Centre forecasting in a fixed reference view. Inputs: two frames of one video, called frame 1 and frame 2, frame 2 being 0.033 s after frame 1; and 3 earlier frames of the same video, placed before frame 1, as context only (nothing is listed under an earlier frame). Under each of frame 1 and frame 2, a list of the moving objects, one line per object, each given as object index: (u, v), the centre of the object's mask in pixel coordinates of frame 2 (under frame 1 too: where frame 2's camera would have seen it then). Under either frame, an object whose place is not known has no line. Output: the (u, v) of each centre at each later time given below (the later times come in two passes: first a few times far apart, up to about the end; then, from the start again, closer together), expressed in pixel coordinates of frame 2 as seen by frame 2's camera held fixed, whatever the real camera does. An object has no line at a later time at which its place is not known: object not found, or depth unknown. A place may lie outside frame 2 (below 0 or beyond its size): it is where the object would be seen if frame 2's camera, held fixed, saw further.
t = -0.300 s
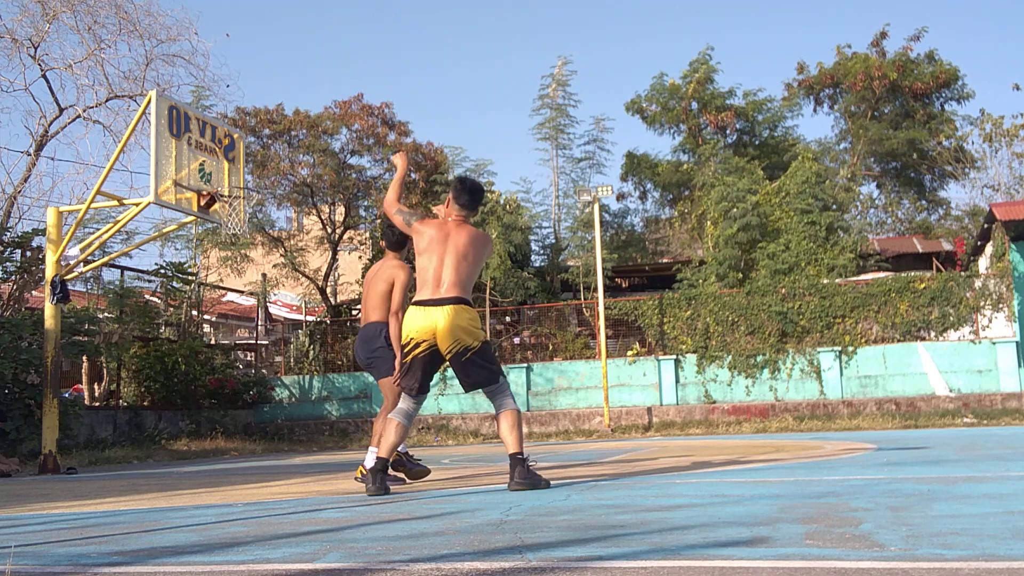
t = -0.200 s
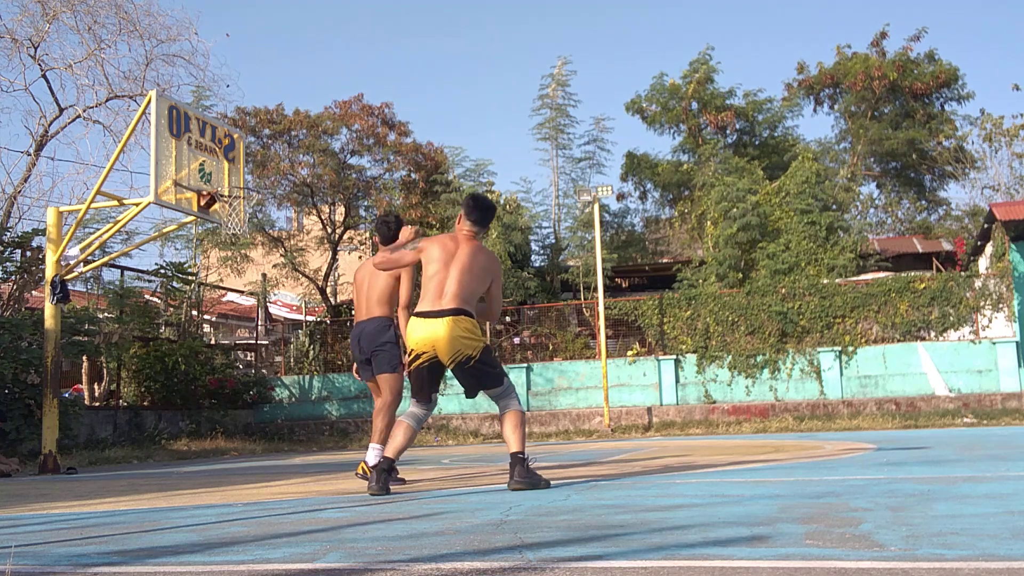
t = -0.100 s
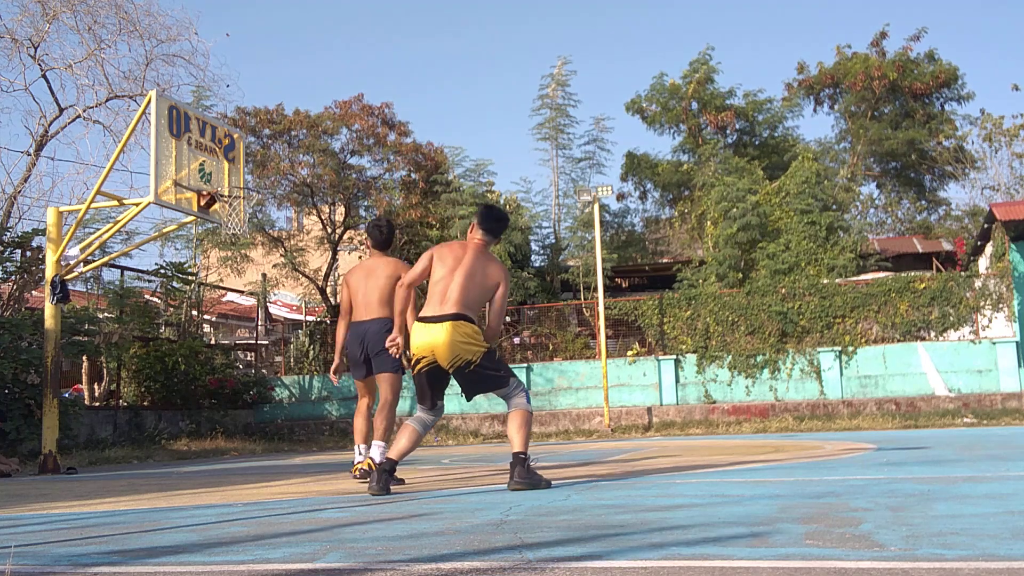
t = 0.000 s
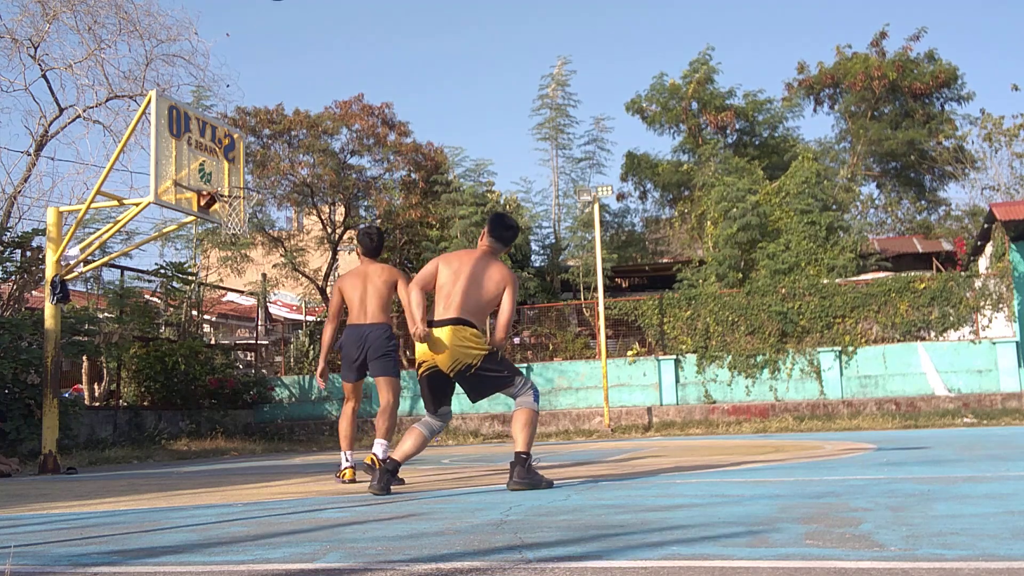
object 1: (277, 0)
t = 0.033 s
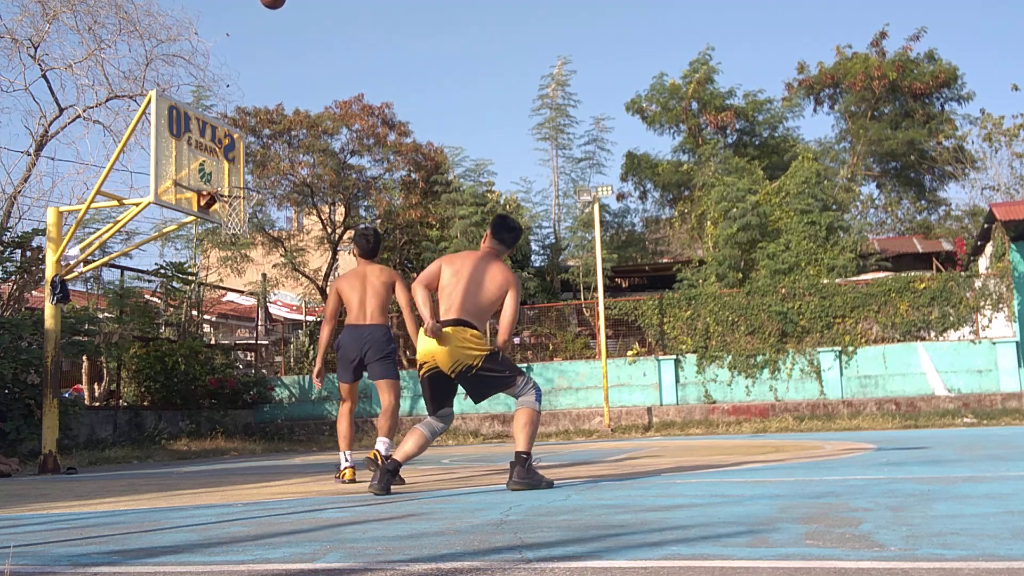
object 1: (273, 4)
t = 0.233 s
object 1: (252, 66)
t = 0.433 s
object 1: (235, 159)
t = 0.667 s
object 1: (247, 259)
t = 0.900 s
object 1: (270, 385)
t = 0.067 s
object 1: (269, 8)
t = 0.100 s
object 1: (265, 16)
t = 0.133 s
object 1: (262, 28)
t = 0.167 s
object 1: (258, 40)
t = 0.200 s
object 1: (255, 53)
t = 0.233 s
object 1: (252, 66)
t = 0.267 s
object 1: (249, 80)
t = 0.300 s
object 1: (246, 95)
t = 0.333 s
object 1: (243, 110)
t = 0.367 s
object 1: (241, 126)
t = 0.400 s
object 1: (238, 142)
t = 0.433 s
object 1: (235, 159)
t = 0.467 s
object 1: (233, 176)
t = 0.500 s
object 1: (231, 197)
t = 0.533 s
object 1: (232, 206)
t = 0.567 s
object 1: (235, 221)
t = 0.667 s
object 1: (247, 259)
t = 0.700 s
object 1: (250, 274)
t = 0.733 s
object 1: (253, 290)
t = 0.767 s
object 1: (255, 307)
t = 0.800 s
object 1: (260, 324)
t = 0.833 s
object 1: (262, 343)
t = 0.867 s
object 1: (266, 364)
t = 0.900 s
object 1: (270, 385)
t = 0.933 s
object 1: (272, 407)
